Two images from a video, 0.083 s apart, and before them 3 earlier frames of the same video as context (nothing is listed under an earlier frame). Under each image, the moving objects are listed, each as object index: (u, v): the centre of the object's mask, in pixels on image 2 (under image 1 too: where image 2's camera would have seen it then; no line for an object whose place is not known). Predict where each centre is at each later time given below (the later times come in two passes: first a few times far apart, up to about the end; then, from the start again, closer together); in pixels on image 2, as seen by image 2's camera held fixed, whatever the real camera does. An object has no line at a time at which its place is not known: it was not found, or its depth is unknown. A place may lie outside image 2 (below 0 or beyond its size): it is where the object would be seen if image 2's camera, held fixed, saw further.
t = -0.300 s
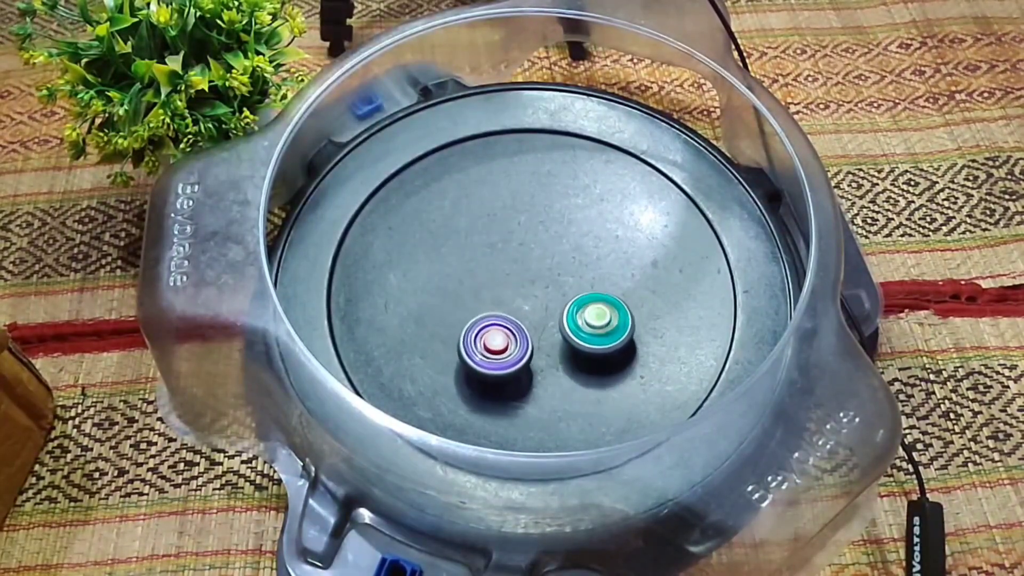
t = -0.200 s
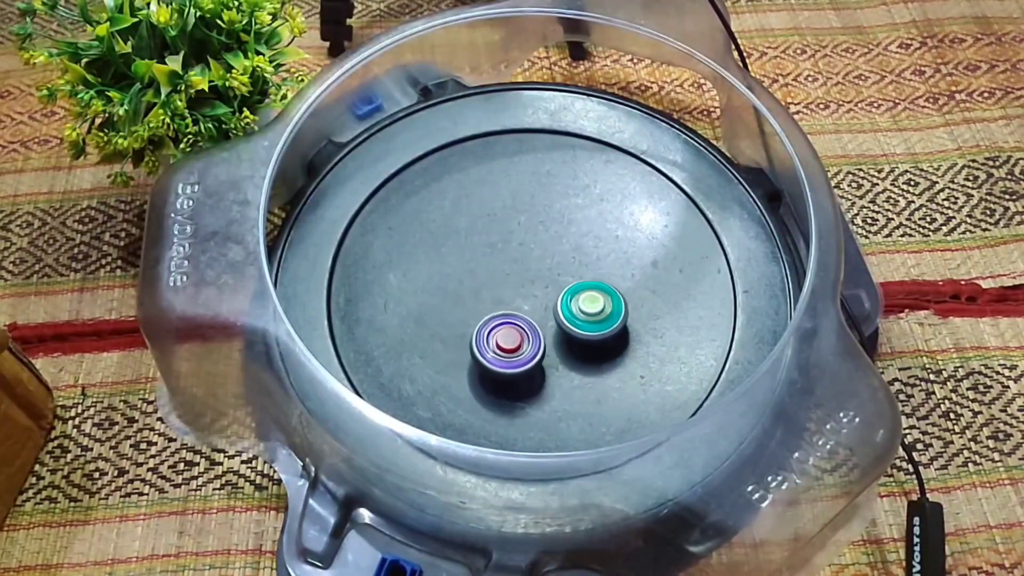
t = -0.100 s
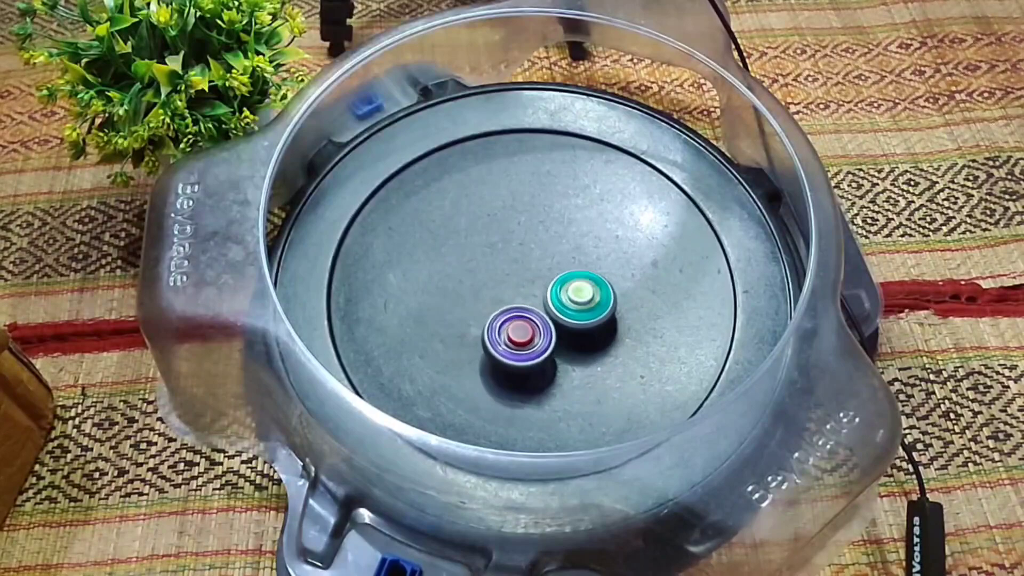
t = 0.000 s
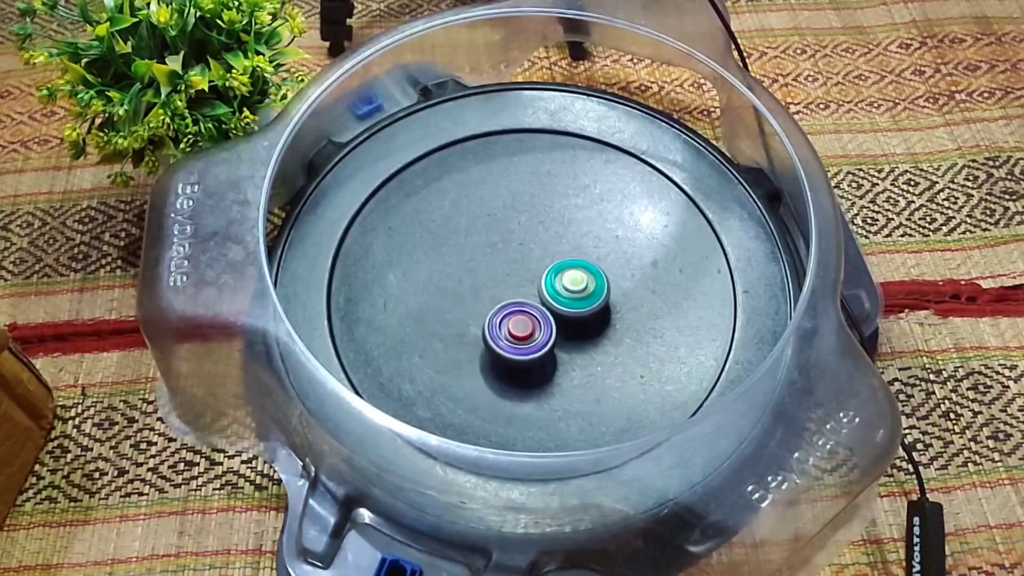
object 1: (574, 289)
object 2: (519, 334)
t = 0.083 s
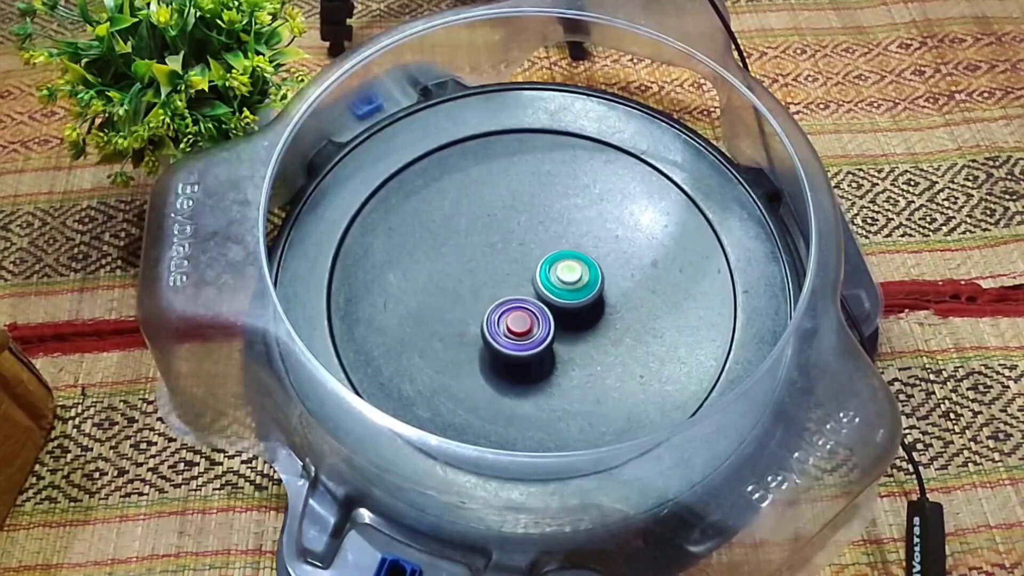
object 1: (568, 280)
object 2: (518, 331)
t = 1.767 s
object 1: (502, 295)
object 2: (598, 306)
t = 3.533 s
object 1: (478, 275)
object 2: (550, 391)
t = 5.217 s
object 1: (556, 271)
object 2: (506, 337)
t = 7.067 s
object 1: (579, 350)
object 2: (476, 309)
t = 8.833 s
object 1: (478, 268)
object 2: (550, 295)
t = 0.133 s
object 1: (564, 276)
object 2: (519, 327)
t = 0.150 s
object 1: (563, 274)
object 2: (518, 327)
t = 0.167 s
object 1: (562, 272)
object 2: (517, 326)
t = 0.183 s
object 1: (560, 271)
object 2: (517, 325)
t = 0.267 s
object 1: (552, 265)
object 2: (514, 320)
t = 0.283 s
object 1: (550, 264)
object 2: (513, 318)
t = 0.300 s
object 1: (549, 263)
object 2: (512, 317)
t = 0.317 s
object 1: (549, 260)
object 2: (510, 318)
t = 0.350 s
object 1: (550, 252)
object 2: (502, 323)
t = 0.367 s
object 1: (549, 250)
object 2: (500, 324)
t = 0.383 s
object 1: (547, 249)
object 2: (499, 325)
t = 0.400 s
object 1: (546, 248)
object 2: (499, 326)
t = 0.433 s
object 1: (543, 246)
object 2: (498, 328)
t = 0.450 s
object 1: (541, 245)
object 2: (498, 329)
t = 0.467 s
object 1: (540, 245)
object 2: (498, 330)
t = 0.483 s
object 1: (538, 244)
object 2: (499, 331)
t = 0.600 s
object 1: (528, 241)
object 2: (505, 332)
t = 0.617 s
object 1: (526, 241)
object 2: (507, 331)
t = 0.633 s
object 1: (524, 240)
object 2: (508, 331)
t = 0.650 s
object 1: (523, 240)
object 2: (509, 330)
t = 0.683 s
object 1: (519, 240)
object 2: (511, 327)
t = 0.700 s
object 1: (518, 240)
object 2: (512, 326)
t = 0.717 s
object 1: (516, 240)
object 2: (513, 325)
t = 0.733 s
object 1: (515, 240)
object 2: (513, 323)
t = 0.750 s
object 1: (513, 240)
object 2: (514, 322)
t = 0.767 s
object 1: (511, 240)
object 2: (514, 320)
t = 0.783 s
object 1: (510, 241)
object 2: (514, 319)
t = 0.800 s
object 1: (508, 242)
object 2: (514, 317)
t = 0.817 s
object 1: (506, 242)
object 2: (514, 316)
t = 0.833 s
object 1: (505, 243)
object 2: (513, 314)
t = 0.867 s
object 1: (502, 245)
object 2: (513, 312)
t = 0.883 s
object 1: (500, 246)
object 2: (513, 311)
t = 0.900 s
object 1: (499, 246)
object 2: (512, 311)
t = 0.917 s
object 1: (497, 242)
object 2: (513, 315)
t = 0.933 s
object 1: (496, 241)
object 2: (512, 318)
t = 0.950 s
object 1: (496, 241)
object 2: (512, 318)
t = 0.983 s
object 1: (493, 243)
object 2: (513, 318)
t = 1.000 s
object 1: (492, 243)
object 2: (514, 318)
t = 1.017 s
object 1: (490, 244)
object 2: (515, 318)
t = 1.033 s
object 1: (489, 246)
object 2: (516, 318)
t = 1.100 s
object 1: (485, 252)
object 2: (520, 317)
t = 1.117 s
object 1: (485, 254)
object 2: (522, 316)
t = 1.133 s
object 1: (485, 256)
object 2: (523, 315)
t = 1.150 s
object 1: (484, 258)
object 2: (523, 314)
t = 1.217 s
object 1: (484, 262)
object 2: (529, 315)
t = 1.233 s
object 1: (484, 263)
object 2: (530, 315)
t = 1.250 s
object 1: (478, 258)
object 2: (537, 322)
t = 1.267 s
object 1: (474, 252)
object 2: (544, 328)
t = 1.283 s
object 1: (471, 250)
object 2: (551, 333)
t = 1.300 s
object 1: (470, 249)
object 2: (555, 335)
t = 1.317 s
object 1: (470, 250)
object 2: (559, 337)
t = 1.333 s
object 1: (469, 251)
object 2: (563, 337)
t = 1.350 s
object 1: (468, 252)
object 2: (566, 337)
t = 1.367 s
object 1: (467, 253)
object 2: (569, 336)
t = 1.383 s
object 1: (466, 255)
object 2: (572, 336)
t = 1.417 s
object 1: (465, 258)
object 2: (579, 334)
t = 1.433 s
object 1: (464, 260)
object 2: (582, 334)
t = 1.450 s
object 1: (464, 262)
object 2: (584, 333)
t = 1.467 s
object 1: (464, 264)
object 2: (586, 331)
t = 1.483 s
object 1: (464, 266)
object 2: (588, 329)
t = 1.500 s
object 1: (465, 269)
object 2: (590, 327)
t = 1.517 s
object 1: (465, 271)
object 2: (591, 327)
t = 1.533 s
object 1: (466, 274)
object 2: (592, 326)
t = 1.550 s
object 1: (468, 275)
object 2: (593, 324)
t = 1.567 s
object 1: (469, 277)
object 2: (593, 323)
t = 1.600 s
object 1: (473, 282)
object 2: (595, 321)
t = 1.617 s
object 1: (475, 284)
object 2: (596, 319)
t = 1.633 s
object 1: (478, 286)
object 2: (596, 318)
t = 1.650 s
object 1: (481, 287)
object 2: (597, 316)
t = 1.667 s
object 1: (484, 289)
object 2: (598, 315)
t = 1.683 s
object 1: (486, 291)
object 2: (598, 313)
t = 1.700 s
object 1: (489, 292)
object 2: (599, 312)
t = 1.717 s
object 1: (493, 293)
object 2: (599, 311)
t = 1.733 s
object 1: (496, 294)
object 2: (598, 309)
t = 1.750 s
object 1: (499, 295)
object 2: (598, 308)
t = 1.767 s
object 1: (502, 295)
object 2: (598, 306)
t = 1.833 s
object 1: (515, 296)
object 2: (596, 301)
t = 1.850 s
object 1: (519, 296)
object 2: (595, 300)
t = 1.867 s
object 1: (513, 293)
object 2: (603, 299)
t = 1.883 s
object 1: (491, 288)
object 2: (629, 299)
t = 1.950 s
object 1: (433, 276)
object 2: (704, 294)
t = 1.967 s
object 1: (425, 276)
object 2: (715, 292)
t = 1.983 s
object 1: (420, 277)
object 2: (724, 289)
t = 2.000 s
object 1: (415, 281)
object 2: (727, 285)
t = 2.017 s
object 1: (413, 285)
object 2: (724, 282)
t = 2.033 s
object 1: (412, 290)
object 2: (719, 281)
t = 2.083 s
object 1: (410, 307)
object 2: (703, 271)
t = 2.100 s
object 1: (410, 312)
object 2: (698, 268)
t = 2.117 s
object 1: (411, 318)
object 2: (692, 263)
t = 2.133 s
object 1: (413, 323)
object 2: (687, 259)
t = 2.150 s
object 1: (415, 329)
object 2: (682, 255)
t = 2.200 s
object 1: (425, 344)
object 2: (670, 245)
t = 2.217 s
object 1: (429, 349)
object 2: (666, 243)
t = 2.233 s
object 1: (434, 353)
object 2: (662, 241)
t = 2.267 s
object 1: (445, 361)
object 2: (654, 238)
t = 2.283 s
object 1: (452, 364)
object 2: (648, 235)
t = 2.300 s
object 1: (458, 367)
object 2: (644, 233)
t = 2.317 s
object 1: (465, 369)
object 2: (638, 232)
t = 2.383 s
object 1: (493, 373)
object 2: (617, 233)
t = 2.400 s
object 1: (500, 373)
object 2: (611, 233)
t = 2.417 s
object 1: (508, 373)
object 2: (606, 232)
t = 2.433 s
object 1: (515, 372)
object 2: (600, 233)
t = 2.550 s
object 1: (561, 352)
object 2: (559, 247)
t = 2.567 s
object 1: (566, 349)
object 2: (554, 249)
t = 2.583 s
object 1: (571, 344)
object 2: (549, 253)
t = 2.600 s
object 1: (576, 338)
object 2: (544, 256)
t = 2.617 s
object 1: (580, 333)
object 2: (540, 260)
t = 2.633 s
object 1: (584, 328)
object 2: (535, 263)
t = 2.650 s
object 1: (587, 323)
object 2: (531, 267)
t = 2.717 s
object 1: (594, 301)
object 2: (516, 284)
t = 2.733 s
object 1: (595, 296)
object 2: (513, 288)
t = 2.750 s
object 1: (596, 290)
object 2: (509, 293)
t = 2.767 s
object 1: (596, 284)
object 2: (507, 297)
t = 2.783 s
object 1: (595, 279)
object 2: (504, 302)
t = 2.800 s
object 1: (595, 273)
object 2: (501, 306)
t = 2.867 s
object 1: (588, 254)
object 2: (493, 325)
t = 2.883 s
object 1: (585, 249)
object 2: (492, 330)
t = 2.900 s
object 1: (582, 246)
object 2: (490, 335)
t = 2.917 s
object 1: (579, 242)
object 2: (490, 340)
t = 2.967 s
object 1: (569, 233)
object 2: (489, 354)
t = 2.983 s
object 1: (566, 231)
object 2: (490, 358)
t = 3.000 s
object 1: (562, 229)
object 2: (490, 363)
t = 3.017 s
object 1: (558, 227)
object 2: (491, 368)
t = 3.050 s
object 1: (551, 224)
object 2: (493, 376)
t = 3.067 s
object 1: (547, 223)
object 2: (494, 381)
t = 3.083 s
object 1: (543, 222)
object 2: (496, 383)
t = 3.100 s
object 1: (539, 222)
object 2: (498, 386)
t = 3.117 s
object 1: (536, 221)
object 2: (500, 390)
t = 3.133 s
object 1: (532, 220)
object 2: (502, 392)
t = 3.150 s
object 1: (528, 220)
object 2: (504, 396)
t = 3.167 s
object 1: (525, 221)
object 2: (507, 399)
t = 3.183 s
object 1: (521, 222)
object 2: (510, 399)
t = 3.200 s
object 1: (517, 222)
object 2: (512, 402)
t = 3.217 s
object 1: (514, 223)
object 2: (515, 403)
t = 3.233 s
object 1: (511, 224)
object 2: (517, 404)
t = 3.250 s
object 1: (508, 226)
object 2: (519, 404)
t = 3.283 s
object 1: (502, 229)
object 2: (524, 406)
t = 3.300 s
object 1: (499, 231)
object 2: (525, 405)
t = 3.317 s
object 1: (496, 233)
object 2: (527, 406)
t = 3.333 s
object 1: (494, 235)
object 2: (529, 405)
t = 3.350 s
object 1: (491, 238)
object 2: (531, 405)
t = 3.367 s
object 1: (489, 240)
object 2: (533, 404)
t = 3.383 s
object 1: (487, 243)
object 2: (535, 404)
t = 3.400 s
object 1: (485, 246)
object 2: (537, 403)
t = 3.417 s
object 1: (483, 249)
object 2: (539, 402)
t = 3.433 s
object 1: (482, 253)
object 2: (541, 401)
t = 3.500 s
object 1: (478, 267)
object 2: (547, 395)
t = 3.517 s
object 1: (478, 271)
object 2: (548, 394)
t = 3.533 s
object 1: (478, 275)
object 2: (550, 391)
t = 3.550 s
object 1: (478, 279)
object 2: (551, 389)
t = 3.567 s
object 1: (479, 283)
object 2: (552, 387)
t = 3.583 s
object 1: (480, 287)
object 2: (553, 385)
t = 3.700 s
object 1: (493, 314)
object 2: (555, 363)
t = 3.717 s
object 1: (494, 315)
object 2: (557, 361)
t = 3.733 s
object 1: (488, 310)
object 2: (567, 365)
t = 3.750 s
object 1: (483, 305)
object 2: (575, 368)
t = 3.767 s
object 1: (480, 303)
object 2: (582, 369)
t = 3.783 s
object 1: (478, 301)
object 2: (587, 368)
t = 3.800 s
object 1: (478, 301)
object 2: (590, 367)
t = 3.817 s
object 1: (478, 301)
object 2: (592, 365)
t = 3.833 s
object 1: (479, 303)
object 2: (594, 361)
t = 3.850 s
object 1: (479, 304)
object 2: (595, 357)
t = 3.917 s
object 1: (482, 311)
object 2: (597, 339)
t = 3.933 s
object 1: (483, 313)
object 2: (597, 334)
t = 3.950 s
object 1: (484, 315)
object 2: (596, 330)
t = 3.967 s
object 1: (485, 317)
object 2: (596, 326)
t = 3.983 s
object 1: (486, 319)
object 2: (595, 321)
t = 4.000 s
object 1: (487, 320)
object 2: (594, 316)
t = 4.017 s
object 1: (489, 322)
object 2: (592, 312)
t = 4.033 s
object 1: (491, 323)
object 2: (590, 307)
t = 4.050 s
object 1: (492, 325)
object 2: (588, 304)
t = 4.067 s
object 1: (494, 326)
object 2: (586, 299)
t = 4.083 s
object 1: (496, 327)
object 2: (583, 295)
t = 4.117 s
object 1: (500, 330)
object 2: (577, 288)
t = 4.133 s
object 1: (502, 331)
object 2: (573, 284)
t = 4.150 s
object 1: (504, 333)
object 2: (570, 281)
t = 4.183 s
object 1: (508, 333)
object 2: (563, 275)
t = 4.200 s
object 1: (511, 334)
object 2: (559, 272)
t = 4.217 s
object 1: (513, 335)
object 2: (555, 269)
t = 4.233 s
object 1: (515, 335)
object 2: (551, 266)
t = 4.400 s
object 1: (539, 333)
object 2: (511, 253)
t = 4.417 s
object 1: (541, 332)
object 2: (507, 253)
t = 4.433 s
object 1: (543, 332)
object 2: (503, 253)
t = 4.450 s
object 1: (545, 331)
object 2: (500, 253)
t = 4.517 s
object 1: (552, 327)
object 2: (486, 255)
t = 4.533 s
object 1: (554, 326)
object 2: (483, 255)
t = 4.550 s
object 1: (555, 324)
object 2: (480, 256)
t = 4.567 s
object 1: (557, 323)
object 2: (477, 259)
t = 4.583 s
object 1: (558, 322)
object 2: (474, 260)
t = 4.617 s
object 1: (560, 320)
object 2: (469, 263)
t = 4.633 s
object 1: (562, 318)
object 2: (467, 263)
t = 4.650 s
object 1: (562, 317)
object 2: (465, 265)
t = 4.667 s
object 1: (563, 316)
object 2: (463, 268)
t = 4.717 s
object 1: (566, 312)
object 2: (458, 273)
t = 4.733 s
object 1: (566, 310)
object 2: (457, 275)
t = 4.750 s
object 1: (567, 309)
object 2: (456, 279)
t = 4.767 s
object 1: (567, 307)
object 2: (456, 280)
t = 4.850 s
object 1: (569, 299)
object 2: (455, 292)
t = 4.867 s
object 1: (569, 298)
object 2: (455, 295)
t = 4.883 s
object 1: (568, 297)
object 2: (456, 298)
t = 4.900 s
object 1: (568, 295)
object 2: (457, 300)
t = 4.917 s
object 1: (568, 294)
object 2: (459, 303)
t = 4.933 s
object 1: (567, 292)
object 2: (460, 306)
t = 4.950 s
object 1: (566, 291)
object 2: (462, 308)
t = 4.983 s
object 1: (565, 289)
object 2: (466, 312)
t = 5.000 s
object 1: (564, 288)
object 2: (468, 315)
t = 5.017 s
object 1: (563, 287)
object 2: (471, 317)
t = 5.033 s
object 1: (562, 286)
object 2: (473, 319)
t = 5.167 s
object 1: (553, 279)
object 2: (502, 329)
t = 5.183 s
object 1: (552, 279)
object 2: (506, 329)
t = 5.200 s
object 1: (553, 276)
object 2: (507, 332)
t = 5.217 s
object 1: (556, 271)
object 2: (506, 337)
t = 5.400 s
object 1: (548, 257)
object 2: (538, 347)
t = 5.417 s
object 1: (546, 256)
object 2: (541, 348)
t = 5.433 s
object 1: (545, 256)
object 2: (545, 346)
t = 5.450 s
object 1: (544, 255)
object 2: (548, 346)
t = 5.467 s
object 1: (542, 255)
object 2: (551, 345)
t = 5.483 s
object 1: (541, 254)
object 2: (555, 345)
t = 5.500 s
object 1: (539, 254)
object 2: (558, 344)
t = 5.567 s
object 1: (533, 255)
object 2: (569, 340)
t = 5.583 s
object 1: (531, 255)
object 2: (572, 339)
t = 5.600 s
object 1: (530, 256)
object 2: (574, 338)
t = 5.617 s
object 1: (528, 256)
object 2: (577, 335)
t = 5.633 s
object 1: (527, 257)
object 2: (579, 333)
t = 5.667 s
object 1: (524, 258)
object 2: (583, 329)
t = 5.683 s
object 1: (523, 259)
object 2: (585, 327)
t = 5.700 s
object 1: (522, 261)
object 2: (586, 324)
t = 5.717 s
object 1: (520, 262)
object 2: (587, 322)
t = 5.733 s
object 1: (520, 263)
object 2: (588, 319)
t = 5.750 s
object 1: (519, 264)
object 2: (589, 317)
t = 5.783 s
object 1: (517, 267)
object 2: (590, 313)
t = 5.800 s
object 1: (517, 268)
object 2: (591, 311)
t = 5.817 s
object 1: (516, 270)
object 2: (591, 308)
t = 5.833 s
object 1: (516, 272)
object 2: (590, 306)
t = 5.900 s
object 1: (515, 279)
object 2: (588, 297)
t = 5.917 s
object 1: (515, 281)
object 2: (588, 295)
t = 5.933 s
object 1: (503, 279)
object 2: (599, 294)
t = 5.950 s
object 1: (491, 278)
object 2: (611, 295)
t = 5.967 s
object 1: (483, 277)
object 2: (621, 294)
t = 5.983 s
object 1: (476, 278)
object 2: (627, 293)
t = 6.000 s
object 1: (471, 280)
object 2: (632, 292)
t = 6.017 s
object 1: (469, 282)
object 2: (635, 290)
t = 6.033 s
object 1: (466, 285)
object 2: (636, 287)
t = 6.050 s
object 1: (464, 289)
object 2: (637, 284)
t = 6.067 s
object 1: (462, 292)
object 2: (637, 281)
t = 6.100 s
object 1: (459, 299)
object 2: (637, 275)
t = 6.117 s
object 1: (458, 302)
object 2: (636, 272)
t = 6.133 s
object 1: (458, 305)
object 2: (636, 269)
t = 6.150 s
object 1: (457, 308)
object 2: (635, 267)
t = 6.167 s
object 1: (456, 312)
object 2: (634, 264)
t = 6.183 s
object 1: (456, 314)
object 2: (633, 262)
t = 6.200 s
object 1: (456, 317)
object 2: (631, 259)
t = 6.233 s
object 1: (456, 322)
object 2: (628, 257)
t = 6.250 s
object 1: (456, 325)
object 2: (626, 254)
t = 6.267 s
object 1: (457, 328)
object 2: (624, 252)
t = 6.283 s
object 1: (458, 330)
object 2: (622, 252)
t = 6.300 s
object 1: (458, 333)
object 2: (619, 251)
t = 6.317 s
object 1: (460, 335)
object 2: (617, 250)
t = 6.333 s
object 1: (461, 337)
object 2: (614, 249)
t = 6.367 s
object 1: (464, 341)
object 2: (608, 246)
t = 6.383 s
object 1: (465, 343)
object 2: (605, 246)
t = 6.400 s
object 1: (467, 344)
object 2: (602, 245)
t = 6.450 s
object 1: (472, 349)
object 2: (591, 245)
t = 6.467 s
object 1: (474, 350)
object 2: (587, 245)
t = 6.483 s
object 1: (476, 352)
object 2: (583, 245)
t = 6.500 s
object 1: (478, 353)
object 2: (579, 246)
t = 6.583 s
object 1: (490, 358)
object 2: (559, 250)
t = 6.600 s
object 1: (492, 358)
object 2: (555, 253)
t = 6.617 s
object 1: (495, 359)
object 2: (551, 256)
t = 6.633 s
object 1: (498, 359)
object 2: (547, 256)
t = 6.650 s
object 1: (500, 359)
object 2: (543, 260)
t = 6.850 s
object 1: (533, 355)
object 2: (508, 294)
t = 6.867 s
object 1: (536, 356)
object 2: (506, 295)
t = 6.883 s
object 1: (539, 355)
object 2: (504, 297)
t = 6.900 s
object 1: (542, 354)
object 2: (502, 298)
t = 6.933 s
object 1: (552, 358)
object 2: (494, 297)
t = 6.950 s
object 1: (556, 358)
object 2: (491, 296)
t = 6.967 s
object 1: (560, 358)
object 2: (489, 297)
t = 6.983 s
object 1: (564, 357)
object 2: (487, 299)
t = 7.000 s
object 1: (567, 356)
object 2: (484, 300)
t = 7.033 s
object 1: (573, 353)
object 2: (480, 304)
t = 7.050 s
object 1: (576, 351)
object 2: (478, 306)
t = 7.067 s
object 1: (579, 350)
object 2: (476, 309)
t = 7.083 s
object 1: (582, 348)
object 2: (474, 311)
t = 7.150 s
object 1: (590, 341)
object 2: (469, 320)
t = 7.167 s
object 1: (593, 339)
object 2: (468, 322)
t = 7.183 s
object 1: (594, 337)
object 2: (467, 324)
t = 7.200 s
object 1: (596, 335)
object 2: (466, 327)
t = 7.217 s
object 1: (597, 333)
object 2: (466, 329)
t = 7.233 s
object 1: (598, 331)
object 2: (466, 331)
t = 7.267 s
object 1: (600, 326)
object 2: (466, 334)
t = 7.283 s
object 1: (601, 324)
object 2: (466, 335)
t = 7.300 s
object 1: (602, 322)
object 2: (466, 336)
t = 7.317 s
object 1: (603, 320)
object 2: (467, 337)
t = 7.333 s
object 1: (603, 317)
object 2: (468, 339)
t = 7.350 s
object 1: (603, 315)
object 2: (468, 340)
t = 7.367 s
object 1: (603, 313)
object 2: (469, 341)
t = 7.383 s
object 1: (603, 312)
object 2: (469, 342)
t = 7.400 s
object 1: (603, 309)
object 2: (470, 343)
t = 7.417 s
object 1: (603, 307)
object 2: (471, 344)
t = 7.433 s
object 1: (602, 305)
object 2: (472, 345)
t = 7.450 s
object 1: (602, 304)
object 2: (473, 346)
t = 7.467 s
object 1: (601, 302)
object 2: (474, 346)
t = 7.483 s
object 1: (600, 300)
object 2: (476, 347)
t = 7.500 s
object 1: (600, 298)
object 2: (477, 348)
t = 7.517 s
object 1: (599, 296)
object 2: (478, 348)
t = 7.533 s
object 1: (598, 295)
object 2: (480, 349)
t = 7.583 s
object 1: (593, 290)
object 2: (485, 350)
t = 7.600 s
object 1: (592, 289)
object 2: (487, 351)
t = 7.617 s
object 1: (590, 287)
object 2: (489, 351)
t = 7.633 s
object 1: (589, 286)
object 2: (492, 351)
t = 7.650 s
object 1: (587, 284)
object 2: (494, 351)
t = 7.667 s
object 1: (586, 283)
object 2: (496, 350)
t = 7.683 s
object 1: (584, 282)
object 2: (499, 350)
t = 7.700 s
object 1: (582, 281)
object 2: (501, 349)
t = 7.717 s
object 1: (581, 279)
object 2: (504, 348)
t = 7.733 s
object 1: (579, 278)
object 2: (506, 347)
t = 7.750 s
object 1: (577, 277)
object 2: (508, 346)
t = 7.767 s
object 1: (575, 276)
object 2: (511, 344)
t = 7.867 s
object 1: (563, 272)
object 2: (525, 334)
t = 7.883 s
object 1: (562, 271)
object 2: (527, 332)
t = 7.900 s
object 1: (560, 271)
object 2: (528, 330)
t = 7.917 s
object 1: (558, 269)
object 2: (529, 329)
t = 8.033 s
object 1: (549, 253)
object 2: (530, 330)
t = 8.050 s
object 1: (547, 251)
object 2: (531, 330)
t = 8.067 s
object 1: (544, 250)
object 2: (532, 329)
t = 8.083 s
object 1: (542, 249)
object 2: (533, 328)
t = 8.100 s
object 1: (540, 248)
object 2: (534, 327)
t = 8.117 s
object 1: (538, 247)
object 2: (535, 326)
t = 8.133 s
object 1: (536, 247)
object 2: (536, 326)
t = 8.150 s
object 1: (534, 246)
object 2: (536, 325)
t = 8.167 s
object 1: (532, 245)
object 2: (537, 324)
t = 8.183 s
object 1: (530, 245)
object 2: (538, 324)
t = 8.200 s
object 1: (528, 244)
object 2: (538, 323)
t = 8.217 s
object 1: (526, 244)
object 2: (539, 321)
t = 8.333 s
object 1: (515, 244)
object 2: (543, 313)
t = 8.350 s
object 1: (513, 244)
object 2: (543, 312)
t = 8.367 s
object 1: (512, 244)
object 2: (544, 311)
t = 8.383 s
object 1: (510, 245)
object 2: (544, 310)
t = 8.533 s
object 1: (497, 251)
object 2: (544, 302)
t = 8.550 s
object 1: (496, 251)
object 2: (545, 302)
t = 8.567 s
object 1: (494, 251)
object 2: (544, 302)
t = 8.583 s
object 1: (493, 252)
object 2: (545, 302)
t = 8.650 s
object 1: (489, 256)
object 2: (545, 299)
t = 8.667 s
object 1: (487, 257)
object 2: (545, 298)
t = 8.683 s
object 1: (486, 258)
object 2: (546, 298)
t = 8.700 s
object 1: (485, 259)
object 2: (546, 298)
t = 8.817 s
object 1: (479, 267)
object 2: (550, 295)
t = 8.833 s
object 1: (478, 268)
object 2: (550, 295)
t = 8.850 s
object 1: (478, 270)
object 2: (551, 294)
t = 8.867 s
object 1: (477, 271)
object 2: (552, 294)
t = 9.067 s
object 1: (477, 293)
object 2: (558, 292)
